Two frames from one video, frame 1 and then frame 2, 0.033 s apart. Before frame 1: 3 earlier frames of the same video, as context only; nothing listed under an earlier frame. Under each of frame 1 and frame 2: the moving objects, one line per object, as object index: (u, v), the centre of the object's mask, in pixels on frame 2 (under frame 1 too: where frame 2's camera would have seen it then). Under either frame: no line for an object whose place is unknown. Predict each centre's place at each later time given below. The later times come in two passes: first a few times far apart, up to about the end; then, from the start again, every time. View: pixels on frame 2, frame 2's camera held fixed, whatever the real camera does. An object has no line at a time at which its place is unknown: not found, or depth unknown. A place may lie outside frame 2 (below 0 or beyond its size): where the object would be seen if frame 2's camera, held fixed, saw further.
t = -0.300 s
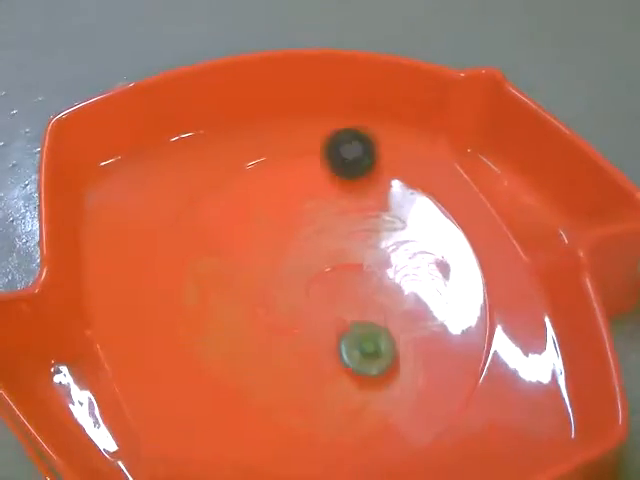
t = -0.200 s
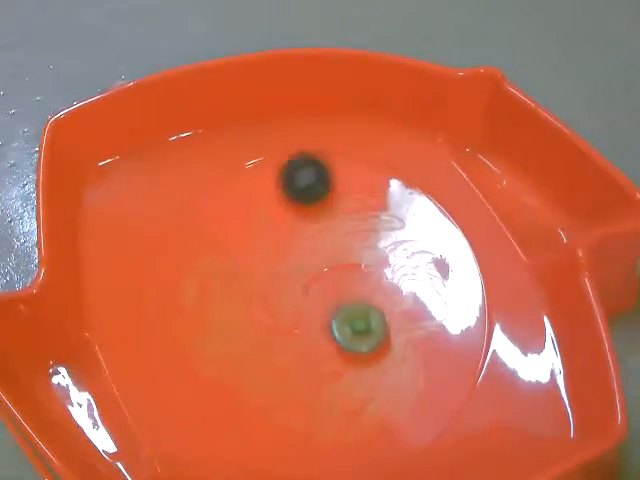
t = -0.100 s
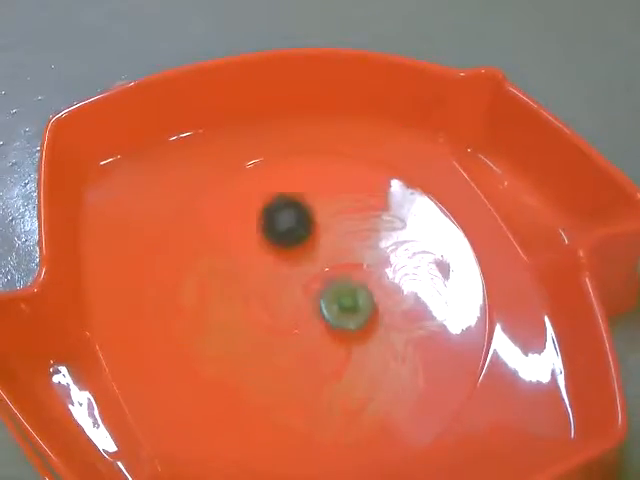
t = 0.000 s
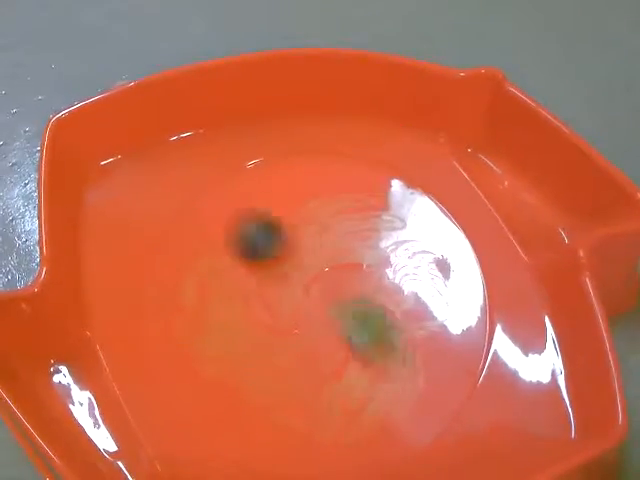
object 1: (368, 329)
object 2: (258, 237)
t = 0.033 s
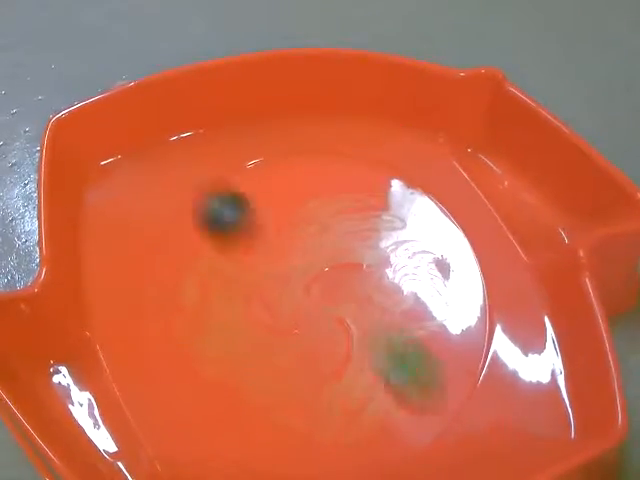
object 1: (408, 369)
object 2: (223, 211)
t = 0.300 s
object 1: (500, 322)
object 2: (124, 287)
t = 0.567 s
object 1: (408, 197)
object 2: (347, 459)
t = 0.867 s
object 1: (334, 167)
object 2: (512, 299)
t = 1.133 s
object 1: (283, 186)
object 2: (413, 200)
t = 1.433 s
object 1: (203, 253)
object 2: (299, 270)
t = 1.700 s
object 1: (208, 326)
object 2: (286, 375)
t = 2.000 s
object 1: (258, 378)
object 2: (363, 423)
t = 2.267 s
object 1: (311, 386)
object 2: (384, 356)
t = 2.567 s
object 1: (335, 406)
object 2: (339, 232)
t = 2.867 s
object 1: (364, 377)
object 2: (225, 200)
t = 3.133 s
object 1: (357, 332)
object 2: (179, 254)
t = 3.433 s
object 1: (318, 290)
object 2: (250, 326)
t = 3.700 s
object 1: (372, 160)
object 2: (260, 454)
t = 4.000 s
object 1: (331, 188)
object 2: (395, 413)
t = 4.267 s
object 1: (312, 243)
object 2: (422, 335)
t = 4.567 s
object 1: (245, 243)
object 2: (462, 286)
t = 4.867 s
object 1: (152, 281)
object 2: (453, 287)
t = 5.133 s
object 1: (182, 349)
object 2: (352, 287)
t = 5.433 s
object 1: (242, 388)
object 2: (293, 336)
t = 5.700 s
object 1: (225, 440)
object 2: (377, 283)
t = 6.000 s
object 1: (279, 397)
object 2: (326, 266)
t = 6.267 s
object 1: (315, 323)
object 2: (282, 276)
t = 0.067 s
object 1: (443, 402)
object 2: (195, 189)
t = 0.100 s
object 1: (475, 429)
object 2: (166, 170)
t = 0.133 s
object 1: (499, 442)
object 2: (141, 160)
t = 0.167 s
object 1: (503, 419)
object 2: (121, 179)
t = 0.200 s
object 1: (507, 397)
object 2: (106, 203)
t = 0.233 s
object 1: (508, 372)
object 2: (104, 227)
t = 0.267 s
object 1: (504, 344)
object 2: (112, 255)
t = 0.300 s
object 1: (500, 322)
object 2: (124, 287)
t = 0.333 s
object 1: (493, 301)
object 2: (140, 319)
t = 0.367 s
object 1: (484, 284)
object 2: (160, 351)
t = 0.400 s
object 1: (471, 266)
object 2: (185, 384)
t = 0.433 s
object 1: (459, 250)
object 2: (212, 413)
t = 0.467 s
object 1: (446, 235)
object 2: (242, 437)
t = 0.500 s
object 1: (434, 222)
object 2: (275, 454)
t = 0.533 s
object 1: (419, 209)
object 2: (310, 460)
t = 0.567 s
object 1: (408, 197)
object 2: (347, 459)
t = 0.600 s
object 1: (397, 188)
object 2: (384, 450)
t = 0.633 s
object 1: (387, 184)
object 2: (415, 431)
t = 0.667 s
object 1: (377, 178)
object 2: (443, 412)
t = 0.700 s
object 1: (368, 174)
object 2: (466, 393)
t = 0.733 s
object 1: (360, 172)
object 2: (485, 371)
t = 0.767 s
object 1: (354, 170)
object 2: (500, 350)
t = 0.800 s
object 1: (347, 168)
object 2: (510, 332)
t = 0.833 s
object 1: (340, 168)
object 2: (513, 315)
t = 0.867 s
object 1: (334, 167)
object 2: (512, 299)
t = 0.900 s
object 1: (327, 168)
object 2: (508, 283)
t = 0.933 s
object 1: (321, 168)
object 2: (501, 268)
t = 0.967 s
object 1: (314, 170)
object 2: (492, 252)
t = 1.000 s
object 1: (308, 172)
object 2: (481, 240)
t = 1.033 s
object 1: (301, 174)
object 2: (469, 225)
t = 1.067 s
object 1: (294, 178)
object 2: (453, 214)
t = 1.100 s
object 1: (289, 182)
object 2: (434, 205)
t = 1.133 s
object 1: (283, 186)
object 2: (413, 200)
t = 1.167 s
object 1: (277, 191)
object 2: (393, 197)
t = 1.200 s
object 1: (272, 197)
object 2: (374, 197)
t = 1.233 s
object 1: (268, 204)
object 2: (356, 201)
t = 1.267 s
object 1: (264, 210)
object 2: (337, 207)
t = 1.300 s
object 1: (259, 218)
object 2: (320, 216)
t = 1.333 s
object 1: (240, 225)
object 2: (317, 228)
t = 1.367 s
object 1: (224, 234)
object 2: (313, 242)
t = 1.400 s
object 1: (211, 244)
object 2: (307, 256)
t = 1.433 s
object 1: (203, 253)
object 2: (299, 270)
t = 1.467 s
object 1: (199, 264)
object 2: (293, 284)
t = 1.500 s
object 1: (196, 274)
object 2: (287, 297)
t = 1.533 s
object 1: (196, 283)
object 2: (283, 309)
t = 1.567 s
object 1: (196, 293)
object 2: (282, 323)
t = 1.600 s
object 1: (198, 301)
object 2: (281, 336)
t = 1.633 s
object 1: (200, 310)
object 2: (282, 349)
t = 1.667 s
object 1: (204, 318)
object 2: (283, 362)
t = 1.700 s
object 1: (208, 326)
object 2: (286, 375)
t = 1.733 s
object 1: (213, 334)
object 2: (291, 386)
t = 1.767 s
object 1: (218, 341)
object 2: (297, 397)
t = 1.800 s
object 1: (223, 348)
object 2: (305, 405)
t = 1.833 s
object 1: (228, 354)
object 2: (314, 412)
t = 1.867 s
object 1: (234, 359)
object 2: (324, 418)
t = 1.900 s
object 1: (240, 365)
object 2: (334, 422)
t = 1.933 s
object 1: (246, 370)
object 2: (344, 424)
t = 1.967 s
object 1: (252, 374)
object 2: (354, 424)
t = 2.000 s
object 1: (258, 378)
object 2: (363, 423)
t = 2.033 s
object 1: (264, 381)
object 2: (372, 419)
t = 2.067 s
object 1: (271, 383)
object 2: (379, 414)
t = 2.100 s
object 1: (277, 385)
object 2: (385, 406)
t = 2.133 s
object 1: (284, 387)
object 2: (389, 398)
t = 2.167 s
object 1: (291, 388)
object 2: (390, 387)
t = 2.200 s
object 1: (297, 388)
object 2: (389, 377)
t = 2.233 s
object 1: (304, 388)
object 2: (387, 366)
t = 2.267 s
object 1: (311, 386)
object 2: (384, 356)
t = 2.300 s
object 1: (317, 384)
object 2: (378, 347)
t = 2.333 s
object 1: (323, 382)
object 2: (372, 338)
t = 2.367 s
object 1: (329, 379)
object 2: (364, 330)
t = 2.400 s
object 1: (335, 377)
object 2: (356, 324)
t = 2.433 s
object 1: (333, 387)
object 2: (355, 306)
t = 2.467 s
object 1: (331, 397)
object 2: (354, 283)
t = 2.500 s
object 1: (330, 403)
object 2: (352, 264)
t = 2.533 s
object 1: (332, 405)
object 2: (347, 247)
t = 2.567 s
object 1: (335, 406)
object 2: (339, 232)
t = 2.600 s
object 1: (339, 406)
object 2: (331, 222)
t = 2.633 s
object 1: (344, 405)
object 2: (320, 214)
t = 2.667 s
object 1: (348, 403)
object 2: (307, 208)
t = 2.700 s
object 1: (351, 400)
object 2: (293, 202)
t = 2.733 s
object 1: (355, 396)
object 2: (278, 199)
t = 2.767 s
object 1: (358, 391)
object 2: (264, 197)
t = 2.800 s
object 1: (360, 386)
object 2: (250, 196)
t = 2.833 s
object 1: (362, 382)
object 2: (237, 197)
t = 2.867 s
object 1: (364, 377)
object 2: (225, 200)
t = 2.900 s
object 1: (365, 372)
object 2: (214, 203)
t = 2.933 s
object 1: (365, 366)
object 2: (204, 208)
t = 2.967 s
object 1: (366, 360)
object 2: (196, 213)
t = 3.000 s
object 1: (364, 355)
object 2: (190, 220)
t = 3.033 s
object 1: (364, 349)
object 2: (185, 227)
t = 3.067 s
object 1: (362, 344)
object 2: (181, 236)
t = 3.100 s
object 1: (360, 338)
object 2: (179, 245)
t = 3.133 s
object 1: (357, 332)
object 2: (179, 254)
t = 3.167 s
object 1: (355, 327)
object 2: (182, 264)
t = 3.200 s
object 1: (350, 320)
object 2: (186, 273)
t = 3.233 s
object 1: (345, 313)
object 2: (191, 283)
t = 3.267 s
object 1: (339, 307)
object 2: (198, 291)
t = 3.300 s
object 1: (334, 302)
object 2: (207, 299)
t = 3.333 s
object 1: (330, 298)
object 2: (217, 307)
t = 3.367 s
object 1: (326, 296)
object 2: (227, 314)
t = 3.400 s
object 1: (322, 293)
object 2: (238, 320)
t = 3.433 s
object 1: (318, 290)
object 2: (250, 326)
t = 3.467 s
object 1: (314, 287)
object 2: (262, 329)
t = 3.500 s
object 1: (311, 284)
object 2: (274, 331)
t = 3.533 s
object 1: (313, 274)
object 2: (274, 347)
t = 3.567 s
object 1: (332, 243)
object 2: (263, 378)
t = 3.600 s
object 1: (345, 219)
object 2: (257, 403)
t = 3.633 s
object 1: (357, 194)
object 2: (254, 426)
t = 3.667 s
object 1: (366, 175)
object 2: (255, 444)
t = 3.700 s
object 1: (372, 160)
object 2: (260, 454)
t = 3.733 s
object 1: (375, 151)
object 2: (271, 459)
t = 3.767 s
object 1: (374, 147)
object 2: (286, 459)
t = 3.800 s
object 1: (371, 147)
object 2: (304, 457)
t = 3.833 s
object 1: (366, 147)
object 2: (322, 453)
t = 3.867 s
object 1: (360, 154)
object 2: (339, 447)
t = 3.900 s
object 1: (352, 162)
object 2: (356, 439)
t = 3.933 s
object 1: (344, 170)
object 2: (370, 430)
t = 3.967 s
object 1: (337, 179)
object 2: (384, 421)
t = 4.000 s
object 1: (331, 188)
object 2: (395, 413)
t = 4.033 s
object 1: (325, 197)
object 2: (404, 404)
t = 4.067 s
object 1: (320, 205)
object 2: (411, 395)
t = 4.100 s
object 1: (316, 213)
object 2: (417, 385)
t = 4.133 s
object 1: (313, 221)
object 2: (420, 375)
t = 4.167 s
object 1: (312, 227)
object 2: (423, 365)
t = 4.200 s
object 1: (311, 233)
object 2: (424, 355)
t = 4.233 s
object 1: (311, 239)
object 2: (423, 345)
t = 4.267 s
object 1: (312, 243)
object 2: (422, 335)
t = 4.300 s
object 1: (314, 248)
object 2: (420, 324)
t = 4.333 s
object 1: (316, 252)
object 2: (416, 314)
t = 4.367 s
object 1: (320, 255)
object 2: (412, 305)
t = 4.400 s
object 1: (324, 258)
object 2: (406, 295)
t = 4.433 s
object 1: (328, 261)
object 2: (400, 286)
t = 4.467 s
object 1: (330, 264)
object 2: (392, 278)
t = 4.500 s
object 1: (313, 260)
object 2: (405, 278)
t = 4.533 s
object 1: (276, 251)
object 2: (438, 283)
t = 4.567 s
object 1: (245, 243)
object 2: (462, 286)
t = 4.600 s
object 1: (216, 237)
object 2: (481, 289)
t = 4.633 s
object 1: (193, 234)
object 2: (490, 291)
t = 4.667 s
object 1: (174, 234)
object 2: (495, 293)
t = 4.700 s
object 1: (161, 235)
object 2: (496, 294)
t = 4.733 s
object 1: (153, 241)
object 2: (492, 293)
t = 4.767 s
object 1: (152, 251)
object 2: (486, 293)
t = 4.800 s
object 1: (151, 260)
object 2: (476, 291)
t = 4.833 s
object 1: (151, 271)
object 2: (465, 289)
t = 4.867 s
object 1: (152, 281)
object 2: (453, 287)
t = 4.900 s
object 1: (153, 291)
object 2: (441, 286)
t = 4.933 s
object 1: (155, 300)
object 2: (429, 284)
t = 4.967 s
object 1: (158, 309)
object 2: (416, 283)
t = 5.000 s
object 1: (161, 318)
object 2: (401, 281)
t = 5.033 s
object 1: (165, 326)
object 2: (388, 282)
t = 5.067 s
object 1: (170, 334)
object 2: (375, 282)
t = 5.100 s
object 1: (176, 342)
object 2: (363, 284)
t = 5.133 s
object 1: (182, 349)
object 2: (352, 287)
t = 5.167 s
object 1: (188, 355)
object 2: (342, 291)
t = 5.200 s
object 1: (196, 360)
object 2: (333, 297)
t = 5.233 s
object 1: (203, 365)
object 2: (325, 303)
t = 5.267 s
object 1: (211, 369)
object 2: (317, 309)
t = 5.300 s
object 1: (219, 373)
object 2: (311, 316)
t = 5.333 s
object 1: (227, 376)
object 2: (304, 322)
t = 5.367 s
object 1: (235, 378)
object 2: (298, 328)
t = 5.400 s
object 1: (243, 380)
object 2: (292, 335)
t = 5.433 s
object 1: (242, 388)
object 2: (293, 336)
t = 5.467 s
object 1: (226, 407)
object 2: (310, 327)
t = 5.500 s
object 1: (217, 419)
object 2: (327, 316)
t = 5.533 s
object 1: (211, 428)
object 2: (340, 308)
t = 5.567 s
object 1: (209, 436)
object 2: (354, 302)
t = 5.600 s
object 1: (210, 439)
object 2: (365, 296)
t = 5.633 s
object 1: (215, 440)
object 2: (373, 291)
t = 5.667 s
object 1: (220, 440)
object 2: (376, 287)
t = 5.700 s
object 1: (225, 440)
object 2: (377, 283)
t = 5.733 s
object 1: (230, 438)
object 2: (374, 280)
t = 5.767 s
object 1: (235, 437)
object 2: (369, 277)
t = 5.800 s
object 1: (240, 434)
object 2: (362, 274)
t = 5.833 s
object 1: (246, 431)
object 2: (357, 271)
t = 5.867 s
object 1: (251, 426)
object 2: (350, 269)
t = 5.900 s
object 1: (257, 421)
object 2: (344, 268)
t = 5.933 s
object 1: (264, 414)
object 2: (337, 267)
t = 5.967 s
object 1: (272, 406)
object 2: (331, 267)
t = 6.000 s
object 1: (279, 397)
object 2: (326, 266)
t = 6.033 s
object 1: (287, 386)
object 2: (320, 265)
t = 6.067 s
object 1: (294, 375)
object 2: (314, 265)
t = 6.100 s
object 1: (301, 365)
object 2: (308, 266)
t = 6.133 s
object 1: (308, 354)
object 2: (302, 268)
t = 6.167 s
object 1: (312, 344)
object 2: (297, 269)
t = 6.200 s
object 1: (314, 336)
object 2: (292, 271)
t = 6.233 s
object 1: (316, 330)
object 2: (287, 273)
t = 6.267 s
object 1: (315, 323)
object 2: (282, 276)
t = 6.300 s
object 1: (325, 345)
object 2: (272, 259)
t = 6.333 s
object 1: (347, 393)
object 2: (252, 221)
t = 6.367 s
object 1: (366, 434)
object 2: (231, 175)
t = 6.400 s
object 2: (215, 142)
